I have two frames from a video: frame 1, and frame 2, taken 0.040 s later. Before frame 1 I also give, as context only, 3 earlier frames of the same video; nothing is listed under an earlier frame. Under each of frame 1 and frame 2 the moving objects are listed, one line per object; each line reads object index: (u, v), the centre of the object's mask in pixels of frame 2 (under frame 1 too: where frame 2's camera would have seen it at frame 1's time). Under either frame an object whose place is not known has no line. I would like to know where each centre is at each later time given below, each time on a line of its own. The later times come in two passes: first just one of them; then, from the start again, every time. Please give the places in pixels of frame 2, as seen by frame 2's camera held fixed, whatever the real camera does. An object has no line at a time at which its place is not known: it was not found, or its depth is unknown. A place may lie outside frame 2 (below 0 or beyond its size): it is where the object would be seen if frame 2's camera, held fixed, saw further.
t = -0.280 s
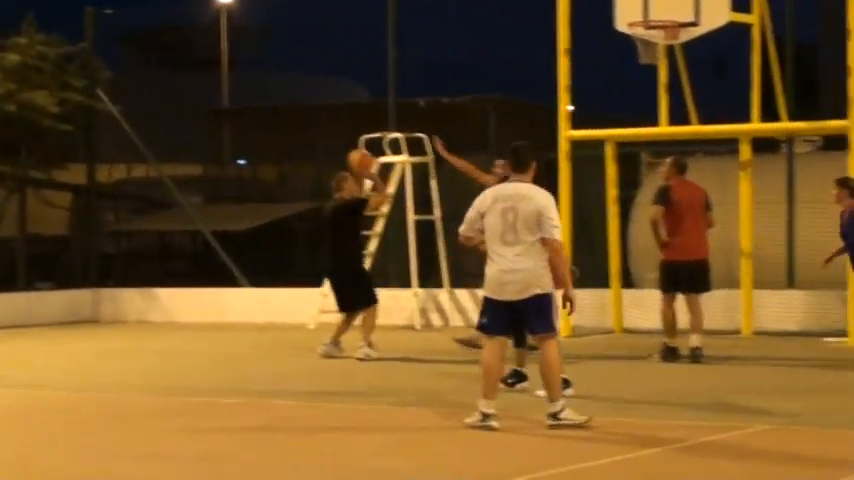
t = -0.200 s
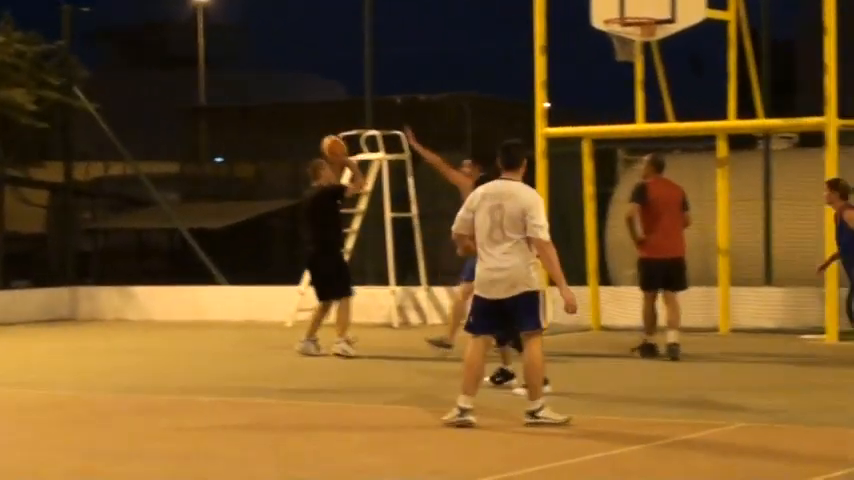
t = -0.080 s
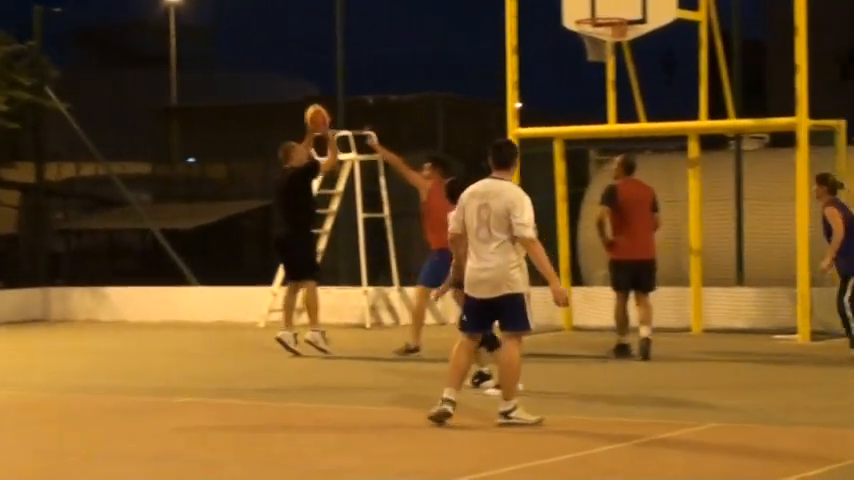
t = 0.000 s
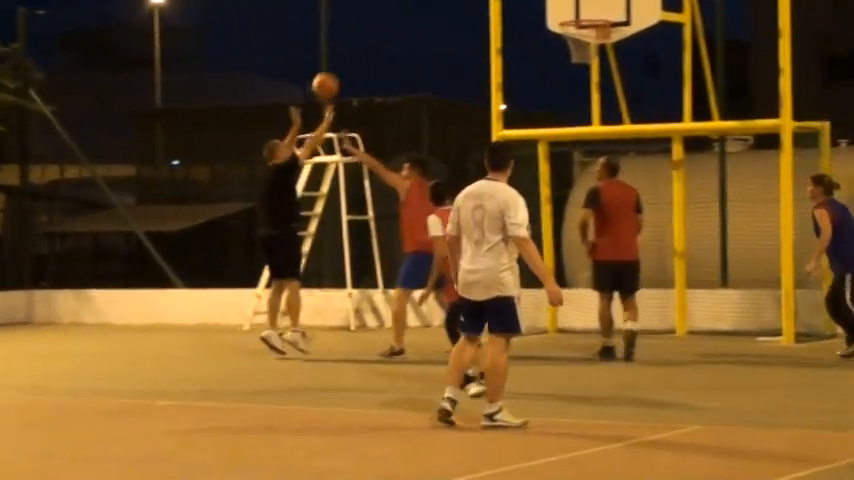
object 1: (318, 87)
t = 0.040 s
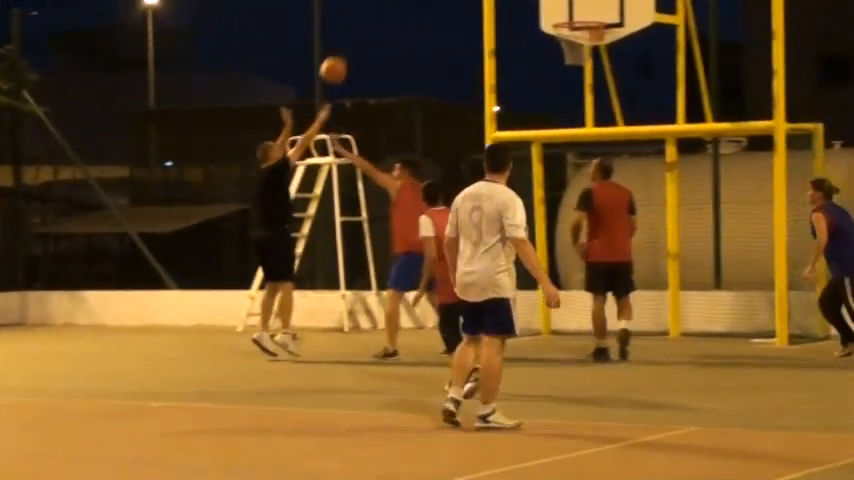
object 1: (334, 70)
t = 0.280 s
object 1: (424, 1)
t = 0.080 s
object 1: (348, 53)
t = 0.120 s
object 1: (363, 39)
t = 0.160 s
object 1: (379, 27)
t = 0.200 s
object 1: (394, 16)
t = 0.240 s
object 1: (408, 7)
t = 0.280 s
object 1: (424, 1)
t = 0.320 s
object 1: (439, -3)
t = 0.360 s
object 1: (455, -4)
